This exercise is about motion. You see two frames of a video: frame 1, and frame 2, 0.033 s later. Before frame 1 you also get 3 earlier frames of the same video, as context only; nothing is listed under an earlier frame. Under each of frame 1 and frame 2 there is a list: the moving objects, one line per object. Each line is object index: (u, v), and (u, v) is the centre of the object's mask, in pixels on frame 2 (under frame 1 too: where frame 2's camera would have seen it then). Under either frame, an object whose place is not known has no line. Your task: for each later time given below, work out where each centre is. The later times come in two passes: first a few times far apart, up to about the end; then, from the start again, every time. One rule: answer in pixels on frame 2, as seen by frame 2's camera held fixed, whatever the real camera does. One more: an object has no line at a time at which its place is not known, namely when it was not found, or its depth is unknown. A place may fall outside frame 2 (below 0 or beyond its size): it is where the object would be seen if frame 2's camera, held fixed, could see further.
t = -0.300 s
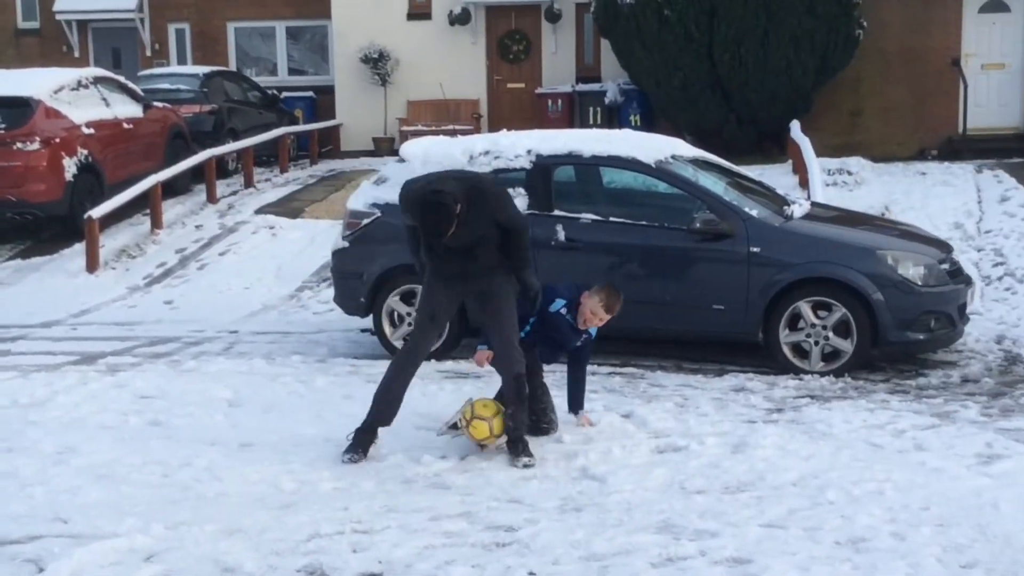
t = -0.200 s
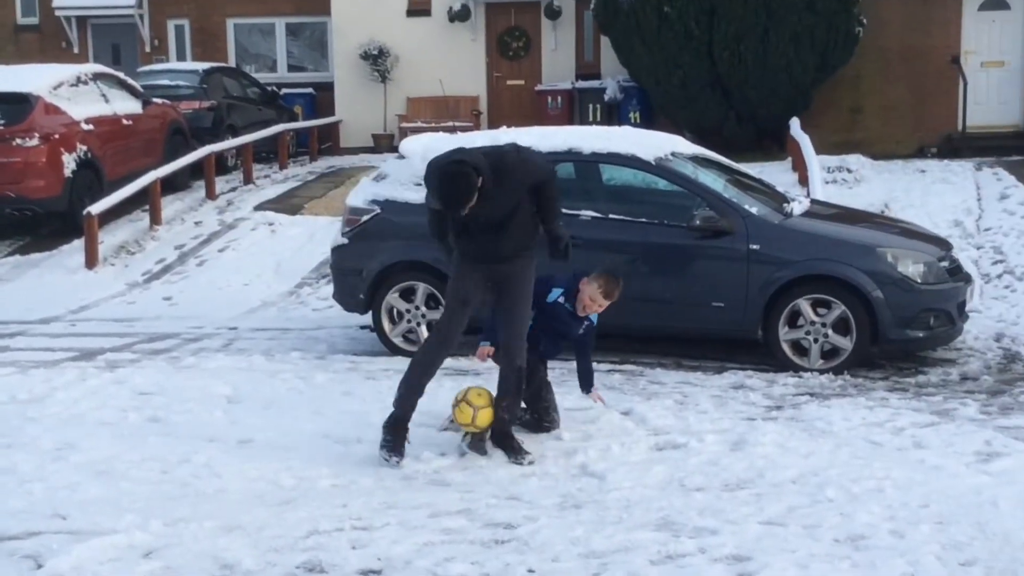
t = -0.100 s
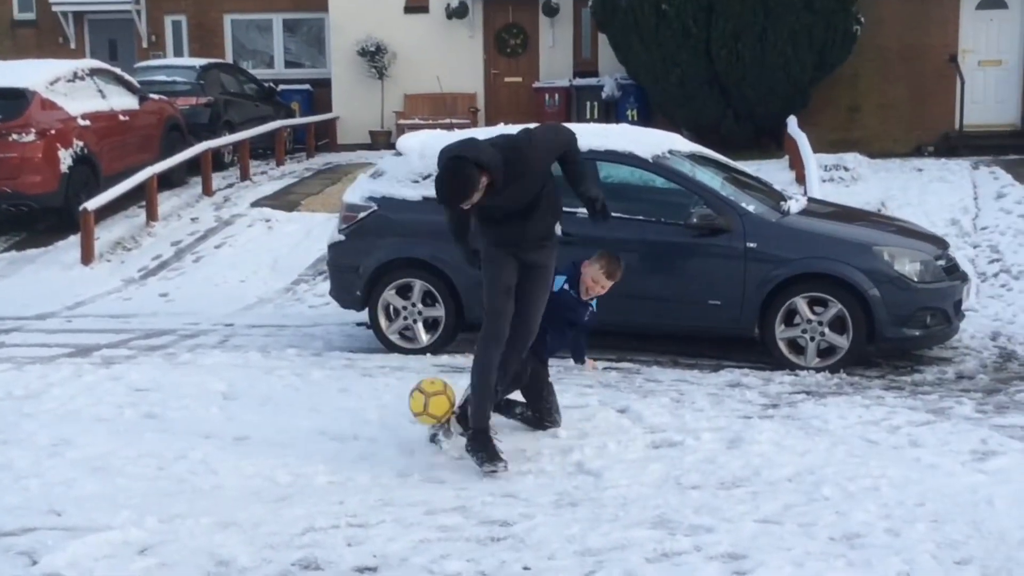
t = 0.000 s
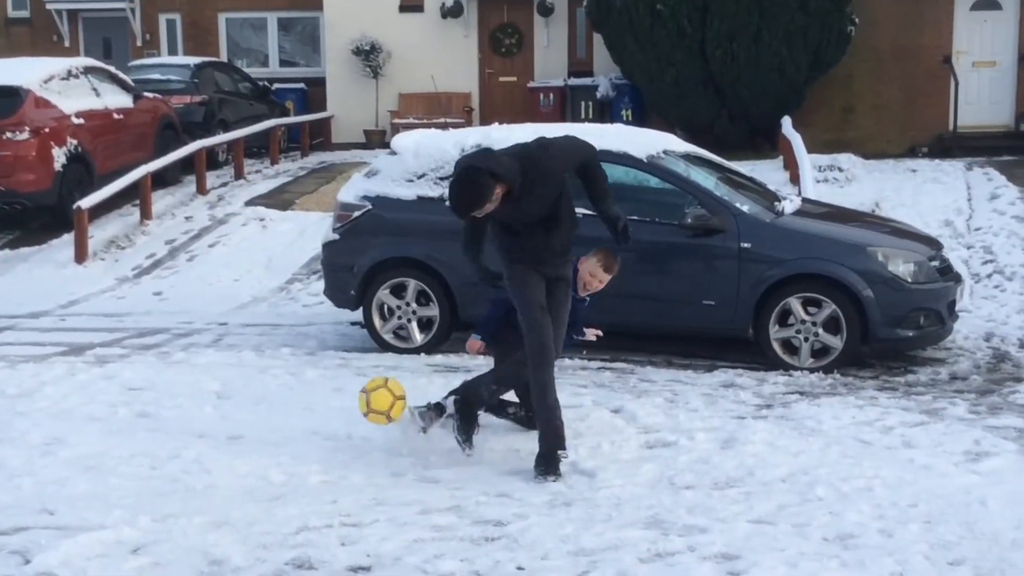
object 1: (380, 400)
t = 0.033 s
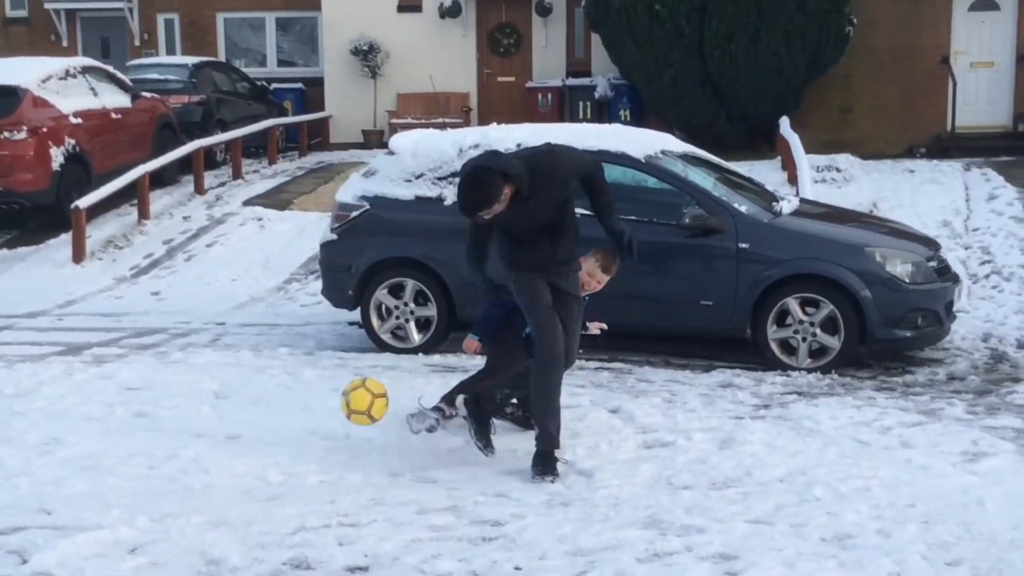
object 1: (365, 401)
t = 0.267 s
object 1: (260, 444)
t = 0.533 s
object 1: (170, 457)
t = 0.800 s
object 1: (90, 468)
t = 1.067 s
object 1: (8, 477)
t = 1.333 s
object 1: (-69, 484)
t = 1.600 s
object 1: (-144, 490)
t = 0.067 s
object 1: (349, 404)
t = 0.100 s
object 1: (333, 410)
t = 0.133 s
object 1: (317, 419)
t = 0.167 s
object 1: (301, 430)
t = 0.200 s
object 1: (285, 443)
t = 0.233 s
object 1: (272, 447)
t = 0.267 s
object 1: (260, 444)
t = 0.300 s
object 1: (248, 442)
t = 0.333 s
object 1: (236, 442)
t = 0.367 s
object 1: (224, 446)
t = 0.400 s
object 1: (212, 452)
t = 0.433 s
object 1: (200, 455)
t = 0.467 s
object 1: (190, 453)
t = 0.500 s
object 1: (180, 454)
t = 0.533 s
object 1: (170, 457)
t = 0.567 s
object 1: (160, 460)
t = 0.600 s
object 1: (151, 459)
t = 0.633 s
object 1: (141, 460)
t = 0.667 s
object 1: (131, 463)
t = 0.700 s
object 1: (121, 464)
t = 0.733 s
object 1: (111, 465)
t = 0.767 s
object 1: (101, 466)
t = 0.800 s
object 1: (90, 468)
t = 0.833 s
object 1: (80, 469)
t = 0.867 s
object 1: (70, 470)
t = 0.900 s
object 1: (59, 471)
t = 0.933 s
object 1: (48, 472)
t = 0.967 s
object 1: (38, 473)
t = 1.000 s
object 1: (28, 473)
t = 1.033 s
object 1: (18, 475)
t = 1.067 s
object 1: (8, 477)
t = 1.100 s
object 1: (-2, 478)
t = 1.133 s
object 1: (-13, 479)
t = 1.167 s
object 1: (-22, 481)
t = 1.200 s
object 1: (-32, 481)
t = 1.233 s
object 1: (-42, 482)
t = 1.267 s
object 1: (-51, 484)
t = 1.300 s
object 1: (-60, 483)
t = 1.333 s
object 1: (-69, 484)
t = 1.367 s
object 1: (-78, 486)
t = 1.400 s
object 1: (-87, 487)
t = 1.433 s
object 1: (-97, 488)
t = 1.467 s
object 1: (-106, 488)
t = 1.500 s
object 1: (-116, 490)
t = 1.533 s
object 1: (-126, 490)
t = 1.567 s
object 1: (-135, 490)
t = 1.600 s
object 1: (-144, 490)
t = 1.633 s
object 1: (-154, 492)
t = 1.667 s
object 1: (-163, 495)
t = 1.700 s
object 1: (-172, 496)
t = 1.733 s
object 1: (-181, 498)
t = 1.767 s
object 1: (-190, 498)
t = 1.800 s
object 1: (-199, 499)
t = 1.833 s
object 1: (-208, 501)
